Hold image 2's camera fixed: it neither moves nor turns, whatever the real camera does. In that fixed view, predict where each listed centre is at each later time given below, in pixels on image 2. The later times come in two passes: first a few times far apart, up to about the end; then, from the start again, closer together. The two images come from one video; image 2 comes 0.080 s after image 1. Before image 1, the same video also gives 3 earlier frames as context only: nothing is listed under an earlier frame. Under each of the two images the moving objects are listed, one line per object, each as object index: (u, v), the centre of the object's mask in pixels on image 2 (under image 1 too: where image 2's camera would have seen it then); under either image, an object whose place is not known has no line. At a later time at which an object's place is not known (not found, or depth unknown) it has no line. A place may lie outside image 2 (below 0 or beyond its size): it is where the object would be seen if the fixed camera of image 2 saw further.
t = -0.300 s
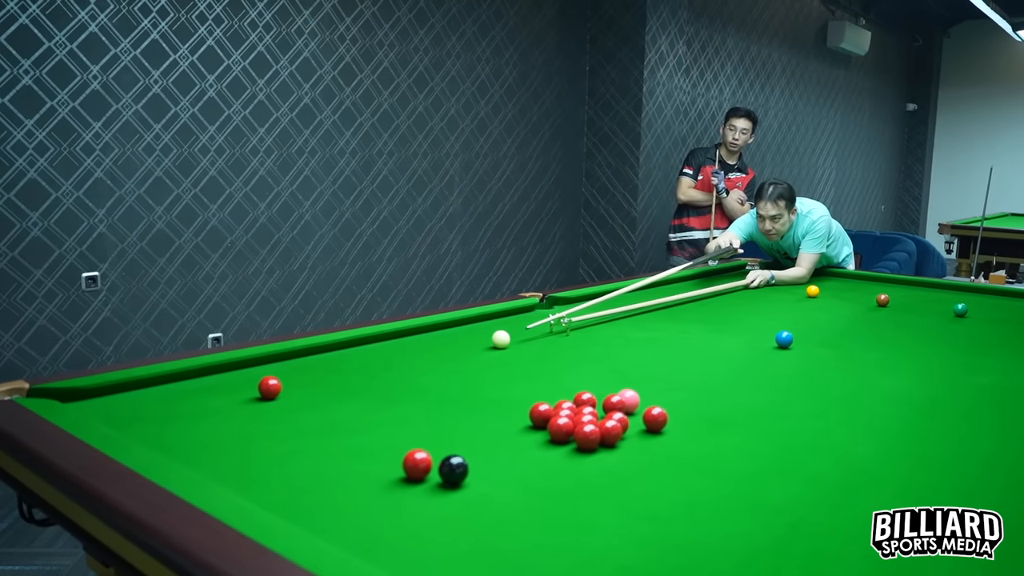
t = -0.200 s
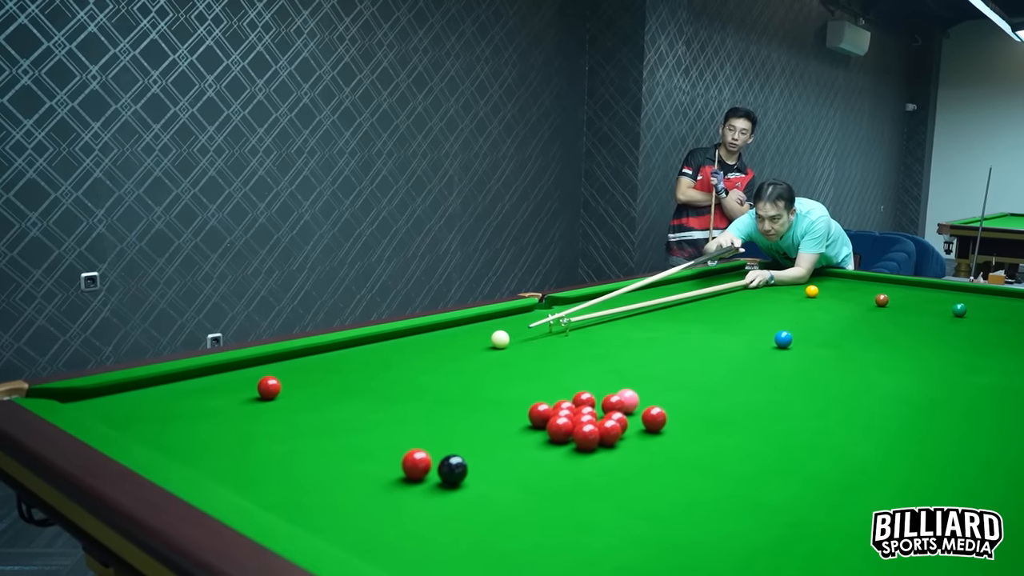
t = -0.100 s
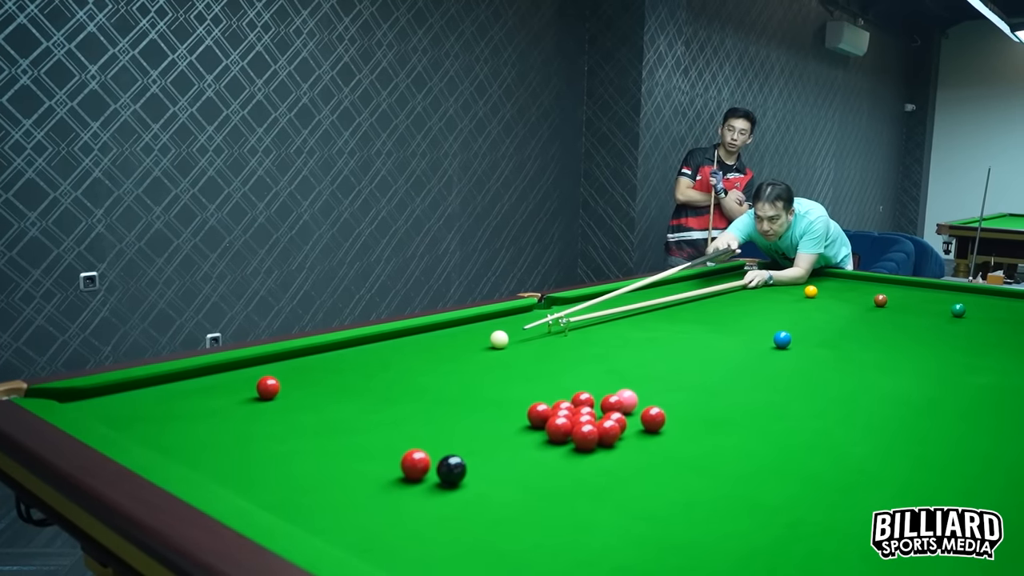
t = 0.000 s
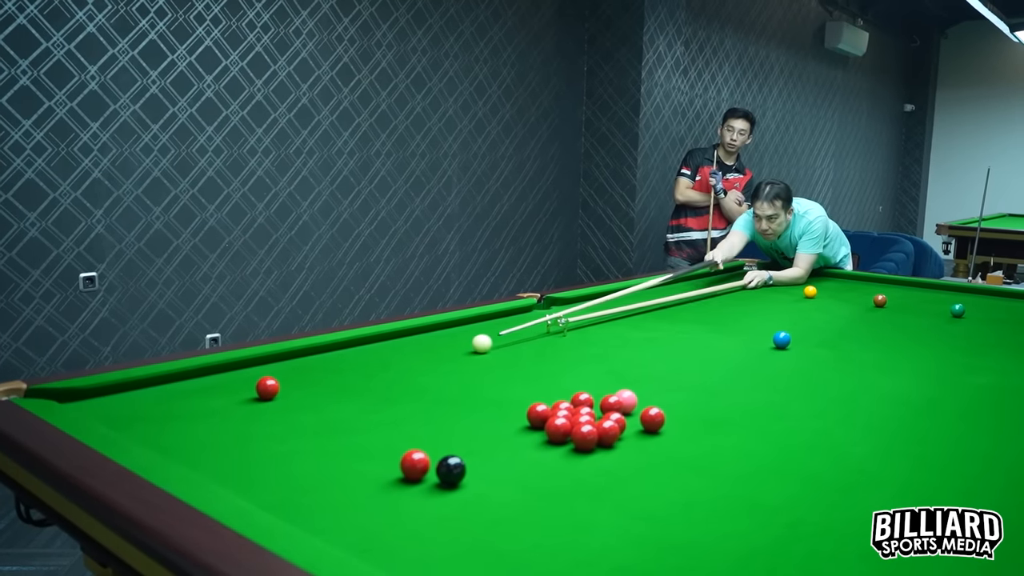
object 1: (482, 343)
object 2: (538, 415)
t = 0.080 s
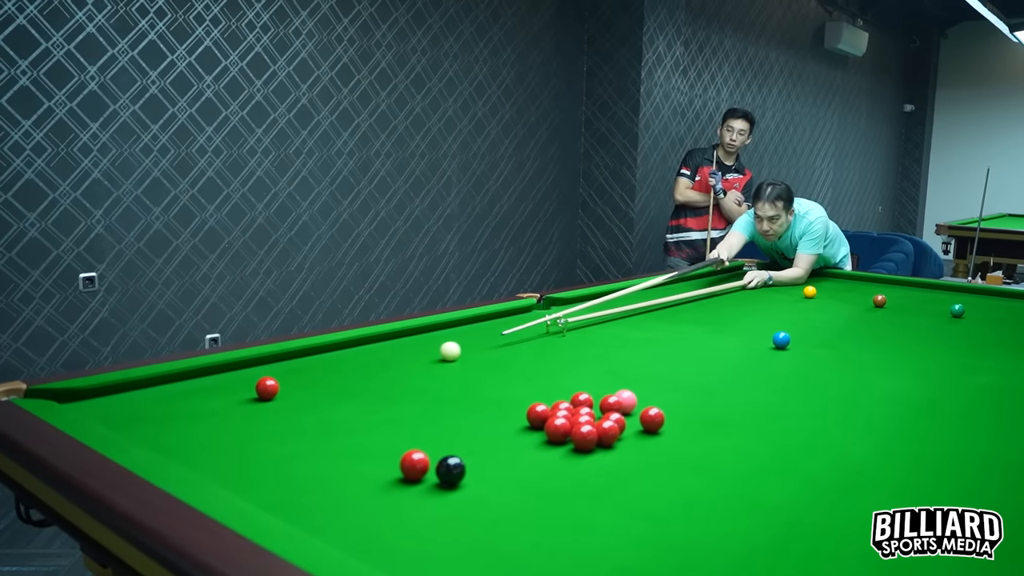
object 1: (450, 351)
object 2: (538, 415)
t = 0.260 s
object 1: (370, 369)
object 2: (538, 415)
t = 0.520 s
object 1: (273, 403)
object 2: (538, 415)
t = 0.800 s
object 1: (194, 452)
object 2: (538, 415)
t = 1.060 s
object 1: (282, 454)
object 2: (538, 415)
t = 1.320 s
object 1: (392, 446)
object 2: (538, 415)
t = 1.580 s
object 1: (491, 439)
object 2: (538, 415)
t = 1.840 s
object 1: (558, 439)
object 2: (531, 413)
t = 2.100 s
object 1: (580, 449)
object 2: (517, 409)
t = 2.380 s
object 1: (600, 458)
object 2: (505, 405)
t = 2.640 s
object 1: (617, 466)
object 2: (497, 403)
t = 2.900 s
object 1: (631, 473)
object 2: (492, 402)
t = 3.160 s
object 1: (643, 478)
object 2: (491, 401)
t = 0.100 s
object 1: (442, 353)
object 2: (538, 415)
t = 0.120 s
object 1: (434, 355)
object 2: (538, 415)
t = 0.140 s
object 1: (425, 356)
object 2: (538, 415)
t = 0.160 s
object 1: (416, 359)
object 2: (538, 415)
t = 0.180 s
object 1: (407, 361)
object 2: (538, 415)
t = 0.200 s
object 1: (398, 363)
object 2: (538, 415)
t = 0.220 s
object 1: (389, 365)
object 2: (538, 415)
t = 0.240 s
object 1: (380, 367)
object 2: (538, 415)
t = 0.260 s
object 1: (370, 369)
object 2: (538, 415)
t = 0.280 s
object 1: (360, 372)
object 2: (538, 415)
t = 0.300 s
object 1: (350, 374)
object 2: (538, 415)
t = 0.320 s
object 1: (340, 376)
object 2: (538, 415)
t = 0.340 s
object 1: (329, 379)
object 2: (538, 415)
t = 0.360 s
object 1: (319, 381)
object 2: (538, 415)
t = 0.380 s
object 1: (308, 384)
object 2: (538, 415)
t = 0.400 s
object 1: (297, 386)
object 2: (538, 415)
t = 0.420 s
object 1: (289, 389)
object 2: (538, 415)
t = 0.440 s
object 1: (287, 392)
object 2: (538, 415)
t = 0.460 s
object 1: (284, 395)
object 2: (538, 415)
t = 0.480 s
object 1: (281, 397)
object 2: (538, 415)
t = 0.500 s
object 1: (278, 400)
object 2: (538, 415)
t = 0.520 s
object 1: (273, 403)
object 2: (538, 415)
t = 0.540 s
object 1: (269, 406)
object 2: (538, 415)
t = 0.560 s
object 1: (264, 409)
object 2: (538, 415)
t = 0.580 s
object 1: (259, 412)
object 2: (538, 415)
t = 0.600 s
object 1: (253, 416)
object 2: (538, 415)
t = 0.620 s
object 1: (248, 419)
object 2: (538, 415)
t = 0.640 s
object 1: (243, 422)
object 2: (538, 415)
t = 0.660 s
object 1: (237, 425)
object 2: (538, 415)
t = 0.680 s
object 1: (232, 429)
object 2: (538, 415)
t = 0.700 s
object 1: (226, 433)
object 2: (538, 415)
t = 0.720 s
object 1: (220, 436)
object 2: (538, 415)
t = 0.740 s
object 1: (213, 440)
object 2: (538, 415)
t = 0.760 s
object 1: (207, 444)
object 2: (538, 415)
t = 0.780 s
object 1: (201, 448)
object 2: (538, 415)
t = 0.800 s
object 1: (194, 452)
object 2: (538, 415)
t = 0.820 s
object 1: (188, 455)
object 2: (538, 415)
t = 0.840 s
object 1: (182, 457)
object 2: (538, 415)
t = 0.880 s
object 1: (196, 459)
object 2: (538, 415)
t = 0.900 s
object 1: (206, 460)
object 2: (538, 415)
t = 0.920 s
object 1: (217, 459)
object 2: (538, 415)
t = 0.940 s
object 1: (227, 458)
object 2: (538, 415)
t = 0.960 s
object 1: (236, 457)
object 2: (538, 415)
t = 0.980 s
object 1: (245, 456)
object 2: (538, 415)
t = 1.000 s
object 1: (255, 456)
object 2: (538, 415)
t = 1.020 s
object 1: (264, 455)
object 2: (538, 415)
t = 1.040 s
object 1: (273, 455)
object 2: (538, 415)
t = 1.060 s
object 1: (282, 454)
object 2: (538, 415)
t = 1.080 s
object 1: (291, 453)
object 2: (538, 415)
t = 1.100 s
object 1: (299, 453)
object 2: (538, 415)
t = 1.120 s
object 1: (309, 452)
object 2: (538, 415)
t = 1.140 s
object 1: (317, 451)
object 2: (538, 415)
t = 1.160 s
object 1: (326, 451)
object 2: (538, 415)
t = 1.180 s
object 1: (334, 450)
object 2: (538, 415)
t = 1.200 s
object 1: (343, 449)
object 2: (538, 415)
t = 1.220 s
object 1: (351, 449)
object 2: (538, 415)
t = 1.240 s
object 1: (359, 448)
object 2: (538, 415)
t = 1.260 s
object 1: (368, 448)
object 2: (538, 415)
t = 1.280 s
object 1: (376, 447)
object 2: (538, 415)
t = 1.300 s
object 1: (384, 447)
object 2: (538, 415)
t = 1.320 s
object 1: (392, 446)
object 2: (538, 415)
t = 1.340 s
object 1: (399, 444)
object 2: (538, 415)
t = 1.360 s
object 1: (407, 442)
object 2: (538, 415)
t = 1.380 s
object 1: (416, 441)
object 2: (538, 415)
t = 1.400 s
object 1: (425, 442)
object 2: (538, 415)
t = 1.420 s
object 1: (432, 442)
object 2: (538, 415)
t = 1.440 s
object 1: (439, 442)
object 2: (538, 415)
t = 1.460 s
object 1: (446, 442)
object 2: (538, 415)
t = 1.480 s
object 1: (454, 441)
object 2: (538, 415)
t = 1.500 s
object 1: (462, 441)
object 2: (538, 415)
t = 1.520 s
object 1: (469, 440)
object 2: (538, 415)
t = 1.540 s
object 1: (476, 440)
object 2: (538, 415)
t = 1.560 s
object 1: (483, 439)
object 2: (538, 415)
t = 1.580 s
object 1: (491, 439)
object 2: (538, 415)
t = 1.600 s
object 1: (498, 438)
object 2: (538, 415)
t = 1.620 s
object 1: (505, 438)
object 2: (538, 415)
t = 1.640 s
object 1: (512, 437)
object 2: (538, 415)
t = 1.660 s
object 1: (519, 437)
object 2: (538, 415)
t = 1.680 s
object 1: (526, 436)
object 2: (538, 414)
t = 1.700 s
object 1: (533, 436)
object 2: (538, 413)
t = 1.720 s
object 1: (539, 435)
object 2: (538, 413)
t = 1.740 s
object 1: (543, 435)
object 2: (537, 413)
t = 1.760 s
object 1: (546, 436)
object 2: (536, 414)
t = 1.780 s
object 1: (548, 437)
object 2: (535, 414)
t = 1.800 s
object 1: (552, 438)
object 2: (533, 414)
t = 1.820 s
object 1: (555, 439)
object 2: (532, 414)
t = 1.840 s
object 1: (558, 439)
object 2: (531, 413)
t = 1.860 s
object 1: (560, 440)
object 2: (530, 413)
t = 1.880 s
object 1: (562, 441)
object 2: (529, 412)
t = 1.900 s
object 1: (563, 442)
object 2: (527, 412)
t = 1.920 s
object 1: (565, 442)
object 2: (526, 412)
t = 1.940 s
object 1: (567, 443)
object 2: (525, 411)
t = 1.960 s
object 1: (569, 444)
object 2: (524, 411)
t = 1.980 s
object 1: (570, 445)
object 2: (523, 411)
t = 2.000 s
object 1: (572, 445)
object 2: (522, 410)
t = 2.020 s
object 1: (573, 446)
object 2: (521, 410)
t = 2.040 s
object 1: (575, 446)
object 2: (520, 410)
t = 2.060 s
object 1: (577, 447)
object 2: (519, 409)
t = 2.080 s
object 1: (578, 448)
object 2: (518, 409)
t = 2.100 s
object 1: (580, 449)
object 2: (517, 409)
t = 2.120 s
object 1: (581, 449)
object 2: (516, 408)
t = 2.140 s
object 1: (583, 450)
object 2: (515, 408)
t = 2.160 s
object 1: (584, 450)
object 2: (514, 408)
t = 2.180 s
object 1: (586, 451)
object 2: (513, 408)
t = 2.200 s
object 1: (587, 452)
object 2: (512, 407)
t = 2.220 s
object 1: (589, 453)
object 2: (511, 407)
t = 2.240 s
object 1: (590, 453)
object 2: (510, 407)
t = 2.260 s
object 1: (592, 454)
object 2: (509, 407)
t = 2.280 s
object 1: (593, 455)
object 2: (509, 406)
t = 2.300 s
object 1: (595, 455)
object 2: (508, 406)
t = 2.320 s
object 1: (596, 456)
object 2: (507, 406)
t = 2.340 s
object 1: (598, 456)
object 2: (506, 406)
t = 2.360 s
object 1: (599, 457)
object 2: (505, 406)
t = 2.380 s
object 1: (600, 458)
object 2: (505, 405)
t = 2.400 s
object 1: (602, 458)
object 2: (504, 405)
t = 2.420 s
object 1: (603, 459)
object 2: (503, 405)
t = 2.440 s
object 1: (604, 460)
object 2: (503, 405)
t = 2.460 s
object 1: (606, 460)
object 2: (502, 405)
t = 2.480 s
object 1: (607, 461)
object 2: (501, 404)
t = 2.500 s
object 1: (608, 461)
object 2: (501, 404)
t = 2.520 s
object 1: (610, 462)
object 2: (500, 404)
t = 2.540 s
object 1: (611, 463)
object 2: (500, 404)
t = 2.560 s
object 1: (612, 463)
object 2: (499, 404)
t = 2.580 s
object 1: (614, 464)
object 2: (499, 403)
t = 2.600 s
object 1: (615, 464)
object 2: (498, 403)
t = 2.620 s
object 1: (616, 465)
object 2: (498, 403)
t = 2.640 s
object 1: (617, 466)
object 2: (497, 403)
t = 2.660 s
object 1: (618, 466)
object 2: (497, 403)
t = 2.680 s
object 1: (620, 466)
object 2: (496, 403)
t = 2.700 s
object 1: (621, 467)
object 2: (496, 403)
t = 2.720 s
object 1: (622, 468)
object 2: (495, 403)
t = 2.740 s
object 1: (623, 468)
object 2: (495, 402)
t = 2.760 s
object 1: (624, 469)
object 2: (495, 402)
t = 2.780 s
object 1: (625, 469)
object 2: (494, 402)
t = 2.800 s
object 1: (626, 470)
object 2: (494, 402)
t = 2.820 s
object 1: (627, 470)
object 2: (494, 402)
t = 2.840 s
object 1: (628, 471)
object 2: (493, 402)
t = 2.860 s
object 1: (629, 471)
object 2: (493, 402)
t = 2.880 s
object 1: (630, 472)
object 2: (492, 402)
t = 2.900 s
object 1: (631, 473)
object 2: (492, 402)
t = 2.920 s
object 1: (632, 473)
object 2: (492, 402)
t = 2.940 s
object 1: (633, 474)
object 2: (492, 402)
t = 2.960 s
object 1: (634, 474)
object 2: (491, 402)
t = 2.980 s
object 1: (635, 474)
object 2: (491, 402)
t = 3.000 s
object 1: (636, 475)
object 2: (491, 402)
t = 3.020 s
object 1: (637, 475)
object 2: (491, 402)
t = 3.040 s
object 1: (638, 476)
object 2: (491, 402)
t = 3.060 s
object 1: (639, 476)
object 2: (491, 402)
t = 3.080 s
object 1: (639, 476)
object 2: (491, 402)
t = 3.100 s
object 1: (640, 477)
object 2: (490, 402)
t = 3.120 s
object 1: (641, 477)
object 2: (491, 401)
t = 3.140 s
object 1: (642, 478)
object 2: (491, 401)
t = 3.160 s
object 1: (643, 478)
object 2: (491, 401)
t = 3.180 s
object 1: (644, 479)
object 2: (491, 401)
